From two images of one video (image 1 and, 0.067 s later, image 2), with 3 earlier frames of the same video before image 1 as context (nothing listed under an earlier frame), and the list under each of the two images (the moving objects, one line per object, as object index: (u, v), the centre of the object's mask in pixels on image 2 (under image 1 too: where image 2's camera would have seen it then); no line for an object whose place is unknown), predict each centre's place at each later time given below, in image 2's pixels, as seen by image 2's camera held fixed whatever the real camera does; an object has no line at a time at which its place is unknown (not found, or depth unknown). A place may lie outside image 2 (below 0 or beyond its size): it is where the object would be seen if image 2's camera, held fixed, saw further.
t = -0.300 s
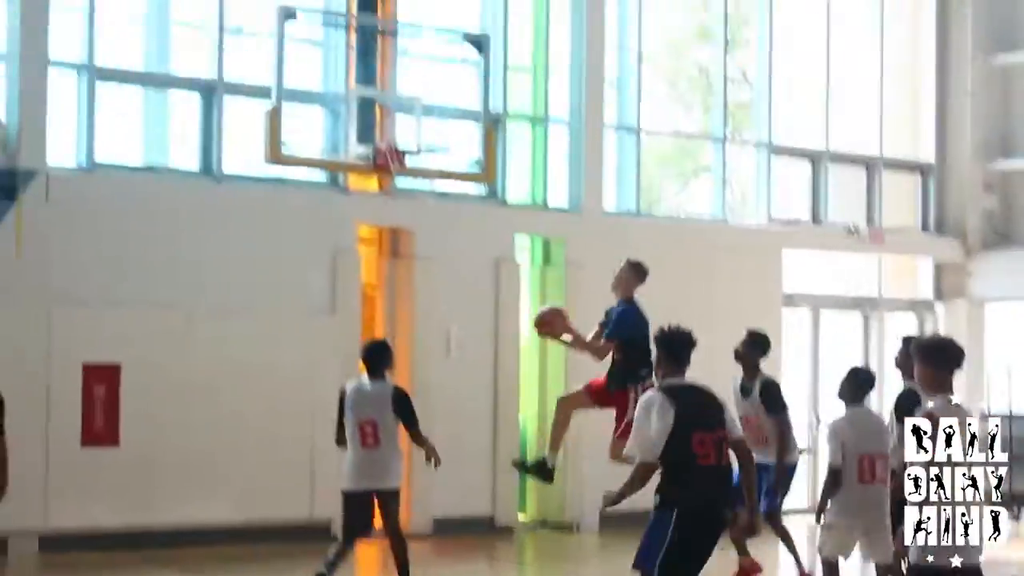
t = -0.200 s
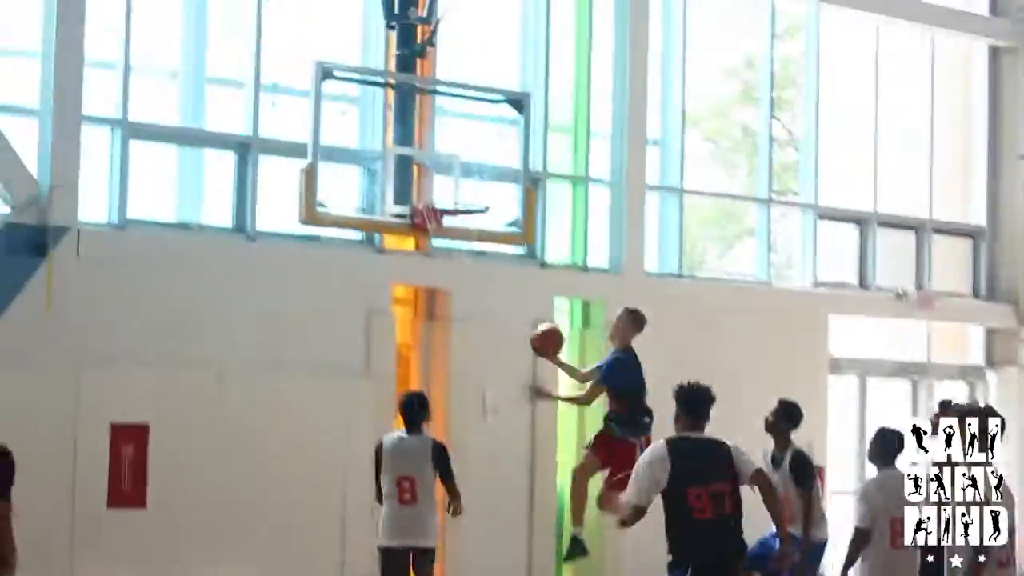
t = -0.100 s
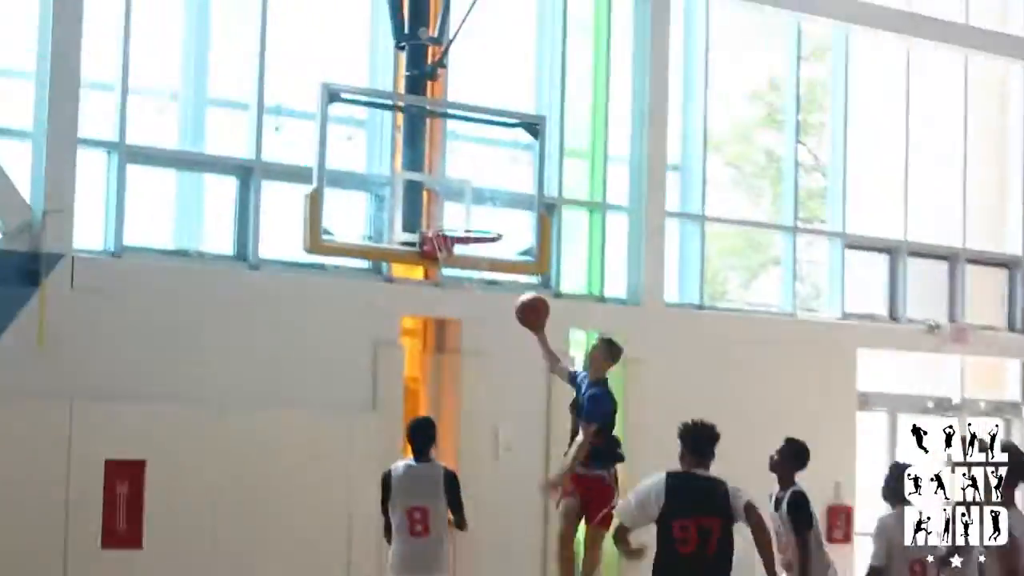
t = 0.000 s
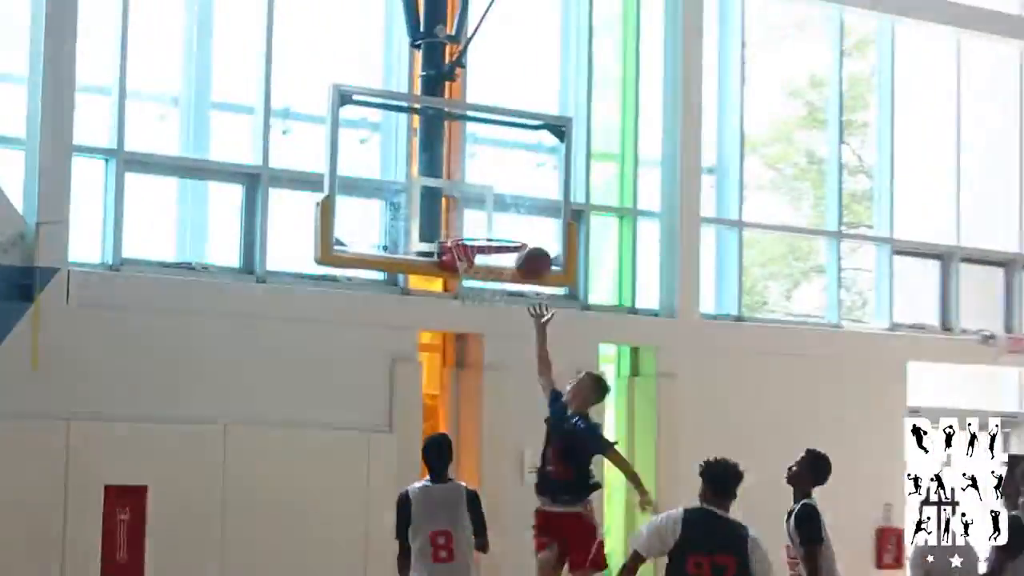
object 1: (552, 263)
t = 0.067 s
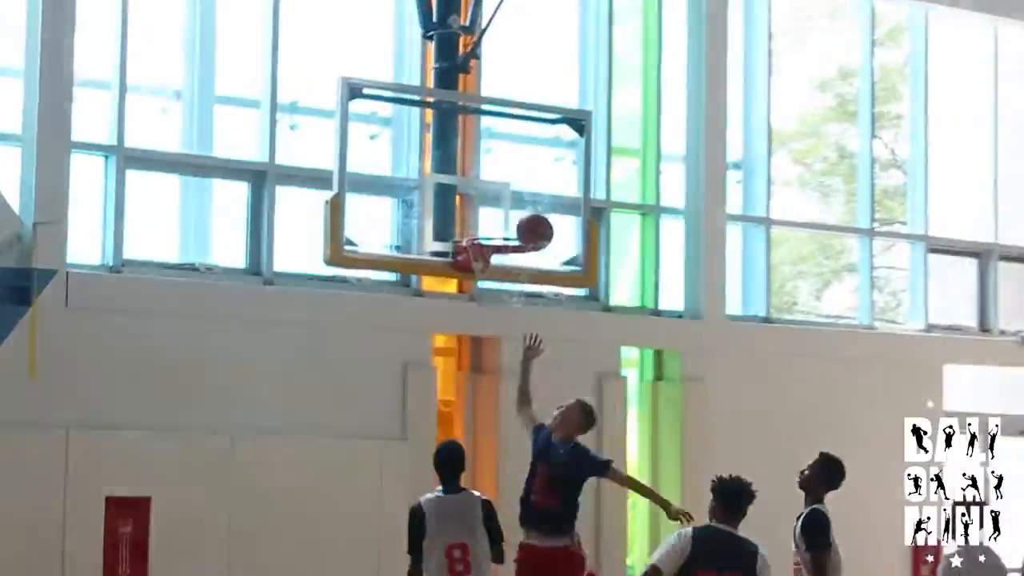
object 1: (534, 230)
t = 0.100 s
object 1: (533, 219)
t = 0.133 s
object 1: (533, 210)
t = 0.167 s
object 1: (531, 202)
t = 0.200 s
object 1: (529, 195)
